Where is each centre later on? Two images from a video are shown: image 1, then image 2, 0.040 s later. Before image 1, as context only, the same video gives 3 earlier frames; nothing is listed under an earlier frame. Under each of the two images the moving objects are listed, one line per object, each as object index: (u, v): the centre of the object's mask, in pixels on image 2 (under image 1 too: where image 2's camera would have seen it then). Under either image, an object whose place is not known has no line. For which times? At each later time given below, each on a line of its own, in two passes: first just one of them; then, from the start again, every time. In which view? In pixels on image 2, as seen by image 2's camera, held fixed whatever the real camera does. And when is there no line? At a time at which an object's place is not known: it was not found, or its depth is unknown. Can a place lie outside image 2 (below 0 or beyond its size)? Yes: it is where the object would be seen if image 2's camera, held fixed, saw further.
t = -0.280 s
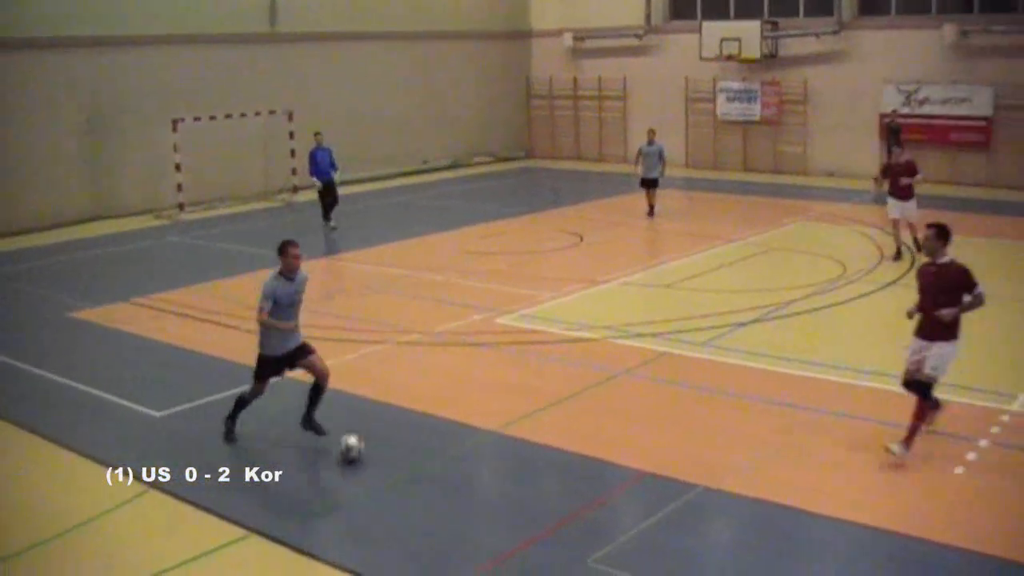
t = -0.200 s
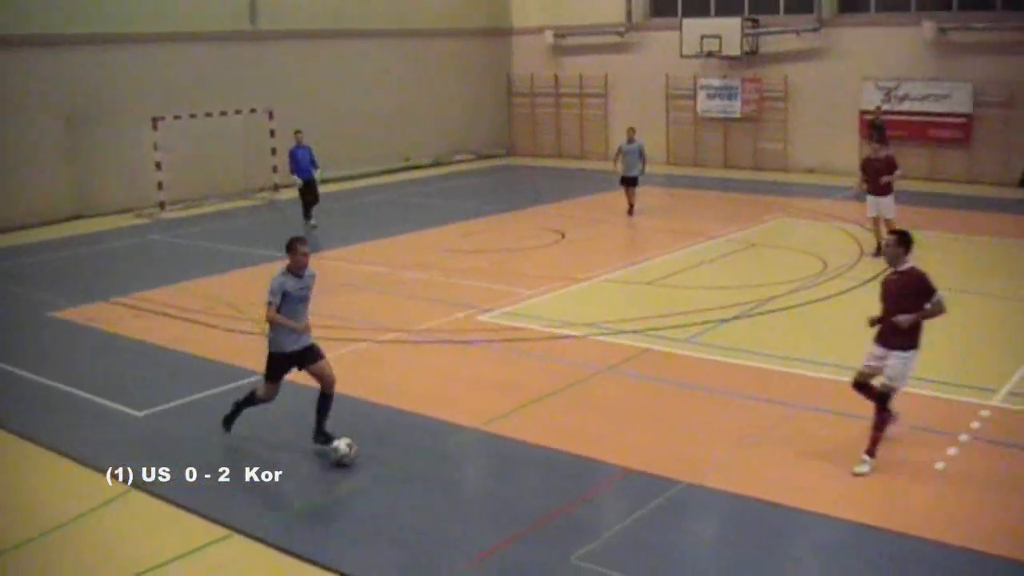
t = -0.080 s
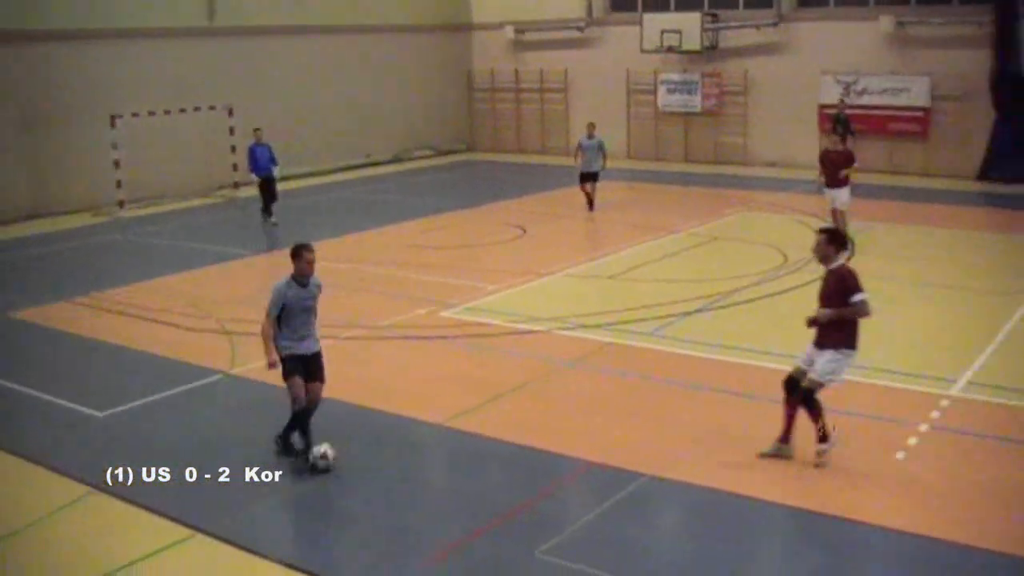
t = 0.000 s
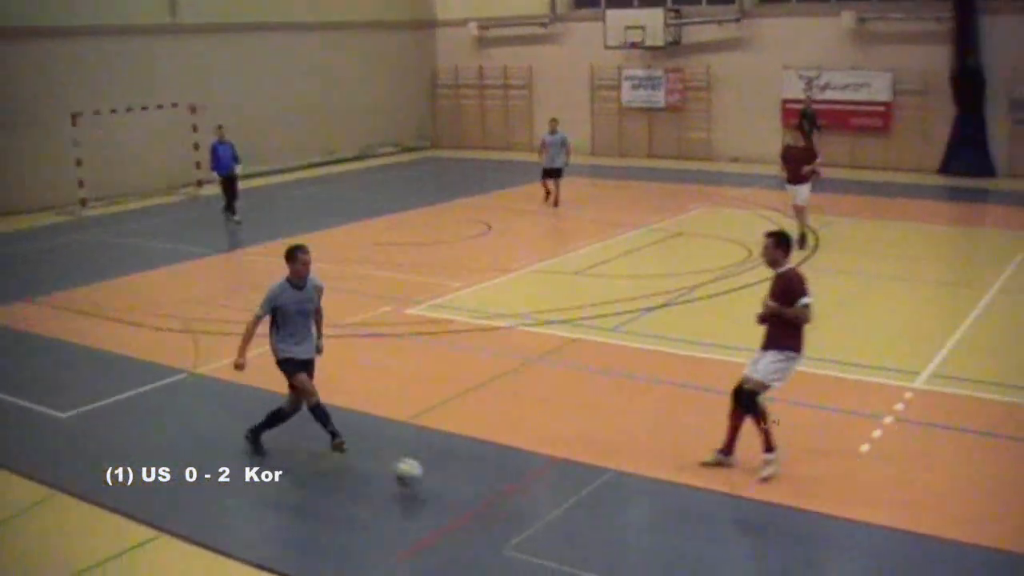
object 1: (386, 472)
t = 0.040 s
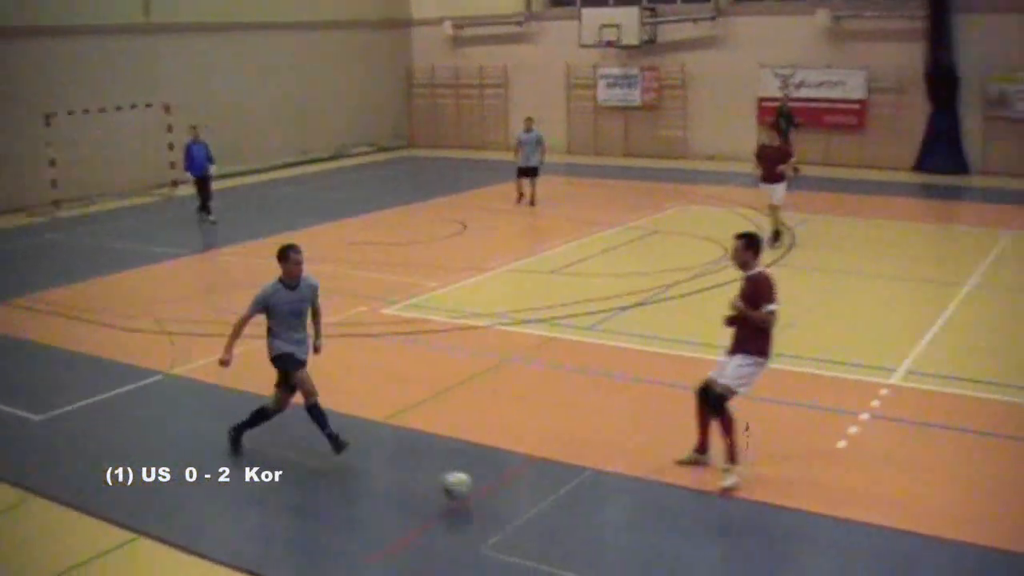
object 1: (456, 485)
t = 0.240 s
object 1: (877, 574)
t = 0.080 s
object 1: (531, 500)
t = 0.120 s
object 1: (610, 517)
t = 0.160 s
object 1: (698, 538)
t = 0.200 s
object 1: (786, 562)
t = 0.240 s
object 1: (877, 574)
